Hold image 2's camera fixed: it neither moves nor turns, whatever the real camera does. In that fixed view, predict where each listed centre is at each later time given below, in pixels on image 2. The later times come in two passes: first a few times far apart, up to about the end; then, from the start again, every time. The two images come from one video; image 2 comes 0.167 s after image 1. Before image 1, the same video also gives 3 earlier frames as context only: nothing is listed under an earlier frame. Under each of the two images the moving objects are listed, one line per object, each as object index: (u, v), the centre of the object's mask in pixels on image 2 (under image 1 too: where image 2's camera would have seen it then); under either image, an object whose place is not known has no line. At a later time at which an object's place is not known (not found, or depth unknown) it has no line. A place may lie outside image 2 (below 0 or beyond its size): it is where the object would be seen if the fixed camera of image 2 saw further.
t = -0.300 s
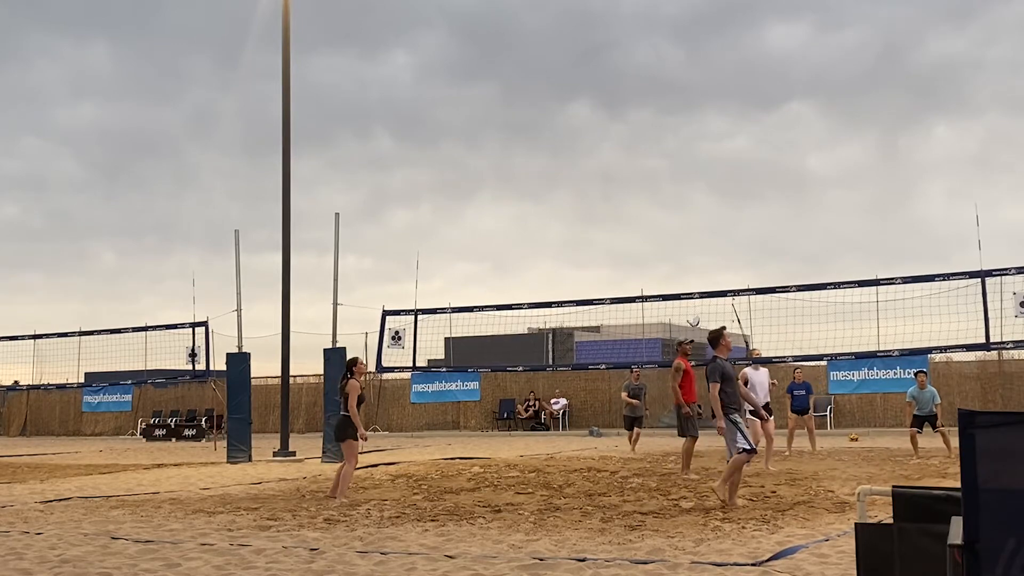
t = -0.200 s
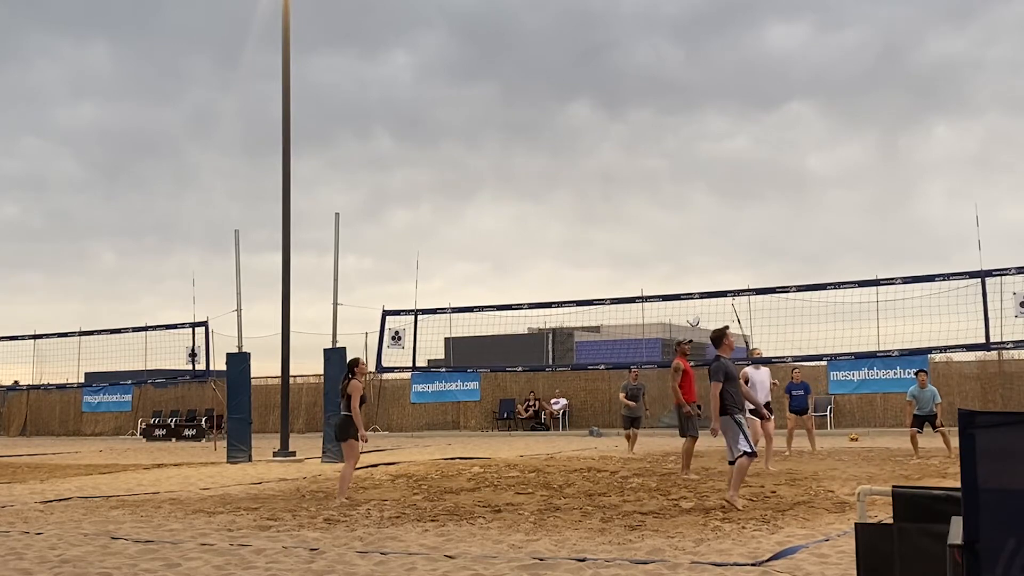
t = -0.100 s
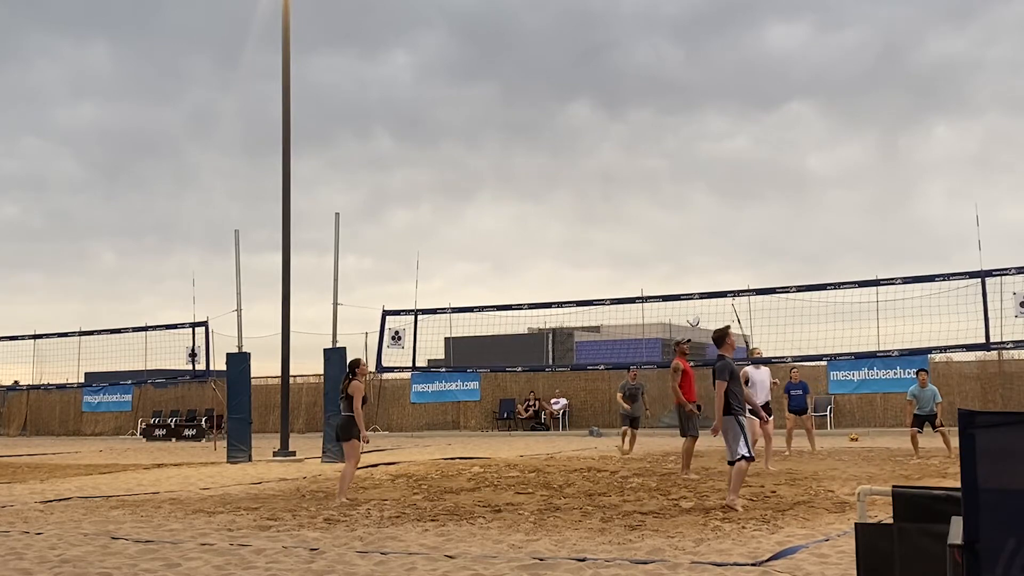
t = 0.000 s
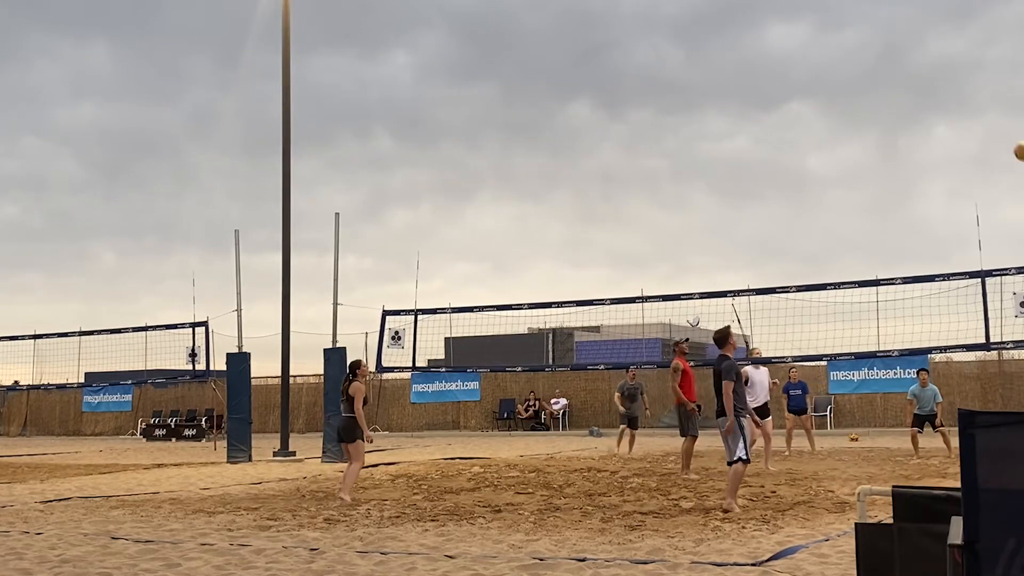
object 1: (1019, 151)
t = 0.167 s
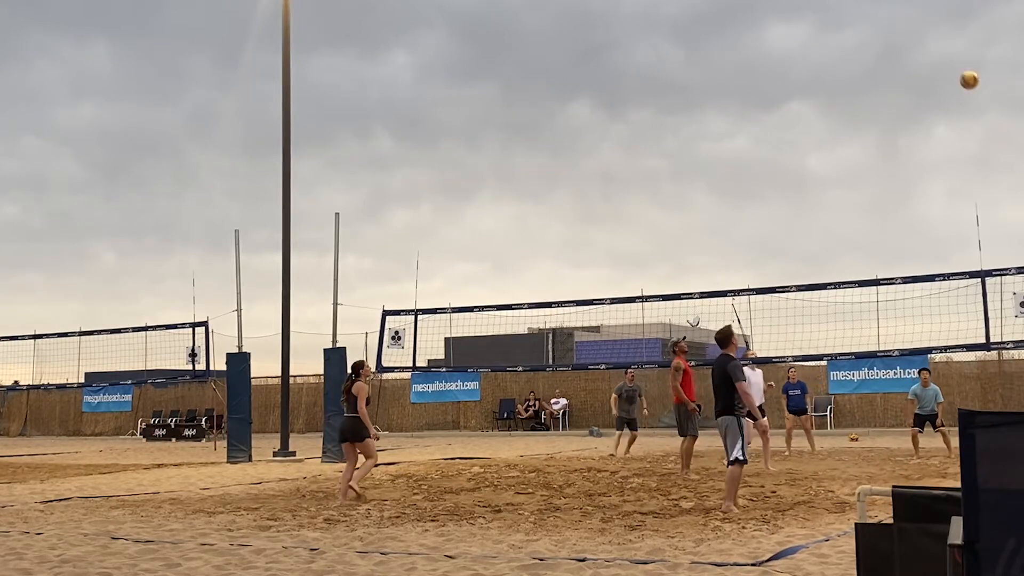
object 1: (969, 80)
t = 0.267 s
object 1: (940, 52)
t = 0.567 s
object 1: (868, 24)
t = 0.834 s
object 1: (818, 52)
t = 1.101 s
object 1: (778, 120)
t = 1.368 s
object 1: (745, 221)
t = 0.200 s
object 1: (959, 69)
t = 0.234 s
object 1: (949, 60)
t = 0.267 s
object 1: (940, 52)
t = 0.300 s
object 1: (931, 45)
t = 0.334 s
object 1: (922, 39)
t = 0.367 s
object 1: (913, 34)
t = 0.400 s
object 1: (905, 30)
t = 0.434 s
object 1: (897, 27)
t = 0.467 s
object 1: (890, 25)
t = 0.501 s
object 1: (882, 24)
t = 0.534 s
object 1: (875, 23)
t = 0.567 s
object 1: (868, 24)
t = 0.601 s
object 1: (861, 24)
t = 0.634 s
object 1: (854, 26)
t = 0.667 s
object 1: (848, 29)
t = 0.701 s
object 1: (841, 32)
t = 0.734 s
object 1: (835, 36)
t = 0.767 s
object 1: (829, 40)
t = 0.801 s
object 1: (824, 46)
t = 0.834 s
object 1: (818, 52)
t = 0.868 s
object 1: (813, 58)
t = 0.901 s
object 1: (807, 66)
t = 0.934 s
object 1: (802, 73)
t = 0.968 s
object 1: (797, 81)
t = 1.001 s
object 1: (792, 90)
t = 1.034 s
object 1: (787, 100)
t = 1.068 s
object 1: (782, 109)
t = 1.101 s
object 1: (778, 120)
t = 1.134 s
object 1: (773, 131)
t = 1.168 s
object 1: (769, 142)
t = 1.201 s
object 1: (765, 154)
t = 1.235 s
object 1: (761, 167)
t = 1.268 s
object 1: (757, 179)
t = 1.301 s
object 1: (753, 193)
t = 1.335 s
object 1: (749, 207)
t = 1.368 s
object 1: (745, 221)
